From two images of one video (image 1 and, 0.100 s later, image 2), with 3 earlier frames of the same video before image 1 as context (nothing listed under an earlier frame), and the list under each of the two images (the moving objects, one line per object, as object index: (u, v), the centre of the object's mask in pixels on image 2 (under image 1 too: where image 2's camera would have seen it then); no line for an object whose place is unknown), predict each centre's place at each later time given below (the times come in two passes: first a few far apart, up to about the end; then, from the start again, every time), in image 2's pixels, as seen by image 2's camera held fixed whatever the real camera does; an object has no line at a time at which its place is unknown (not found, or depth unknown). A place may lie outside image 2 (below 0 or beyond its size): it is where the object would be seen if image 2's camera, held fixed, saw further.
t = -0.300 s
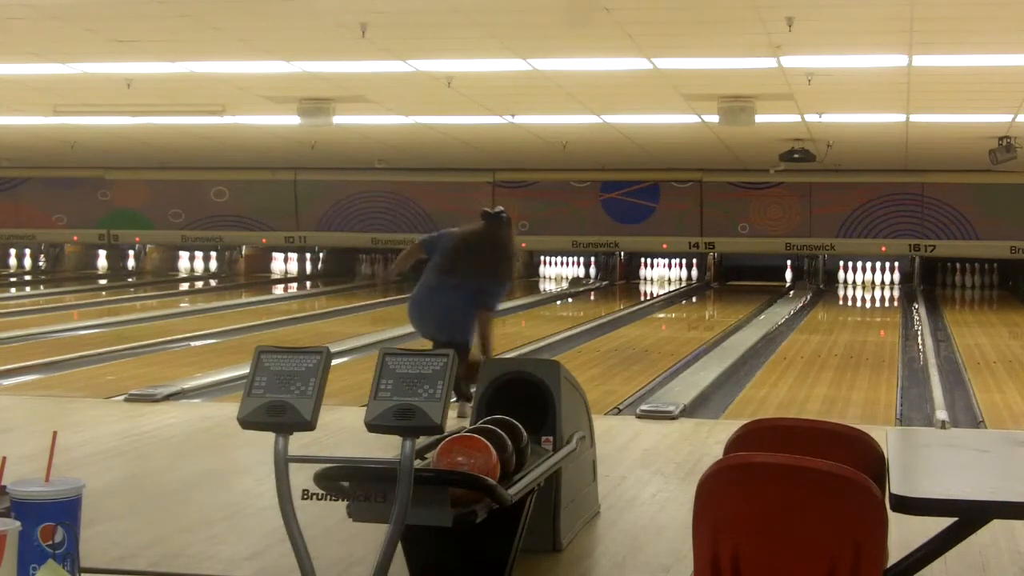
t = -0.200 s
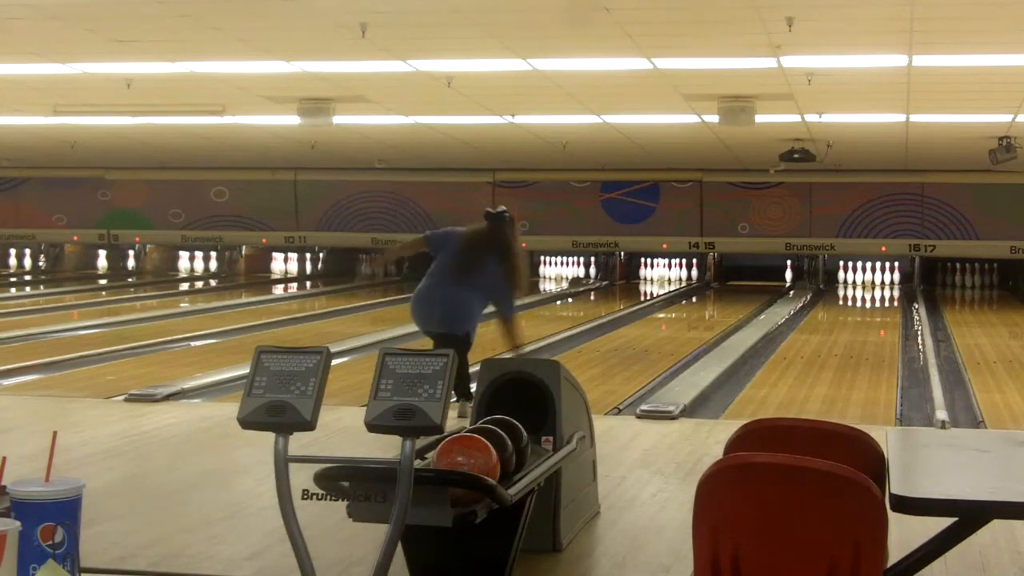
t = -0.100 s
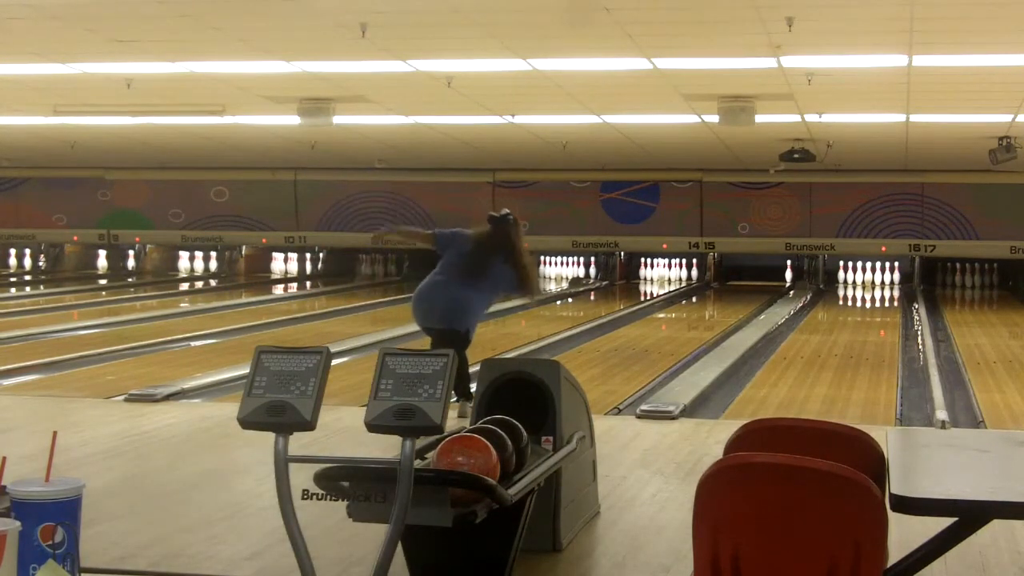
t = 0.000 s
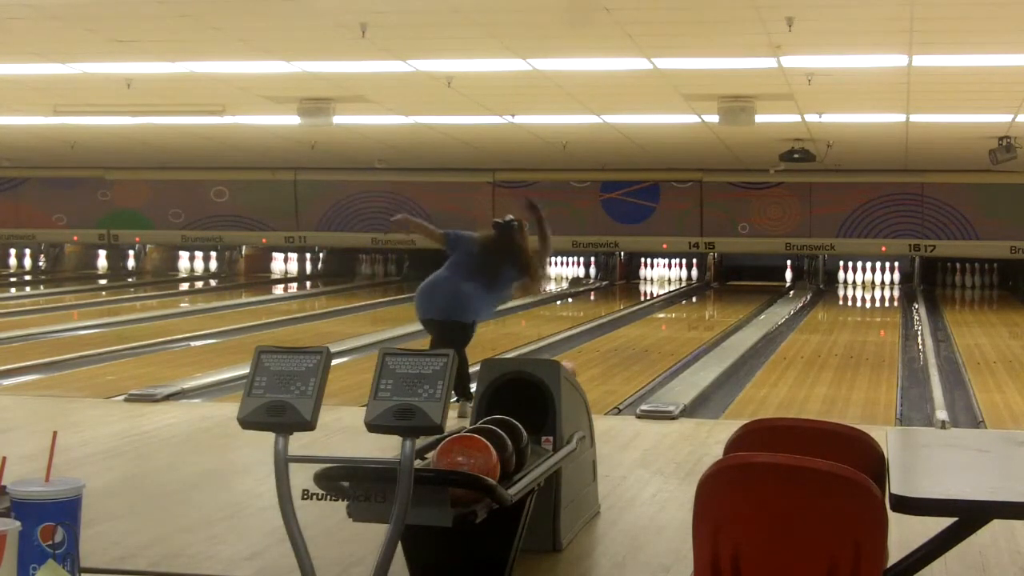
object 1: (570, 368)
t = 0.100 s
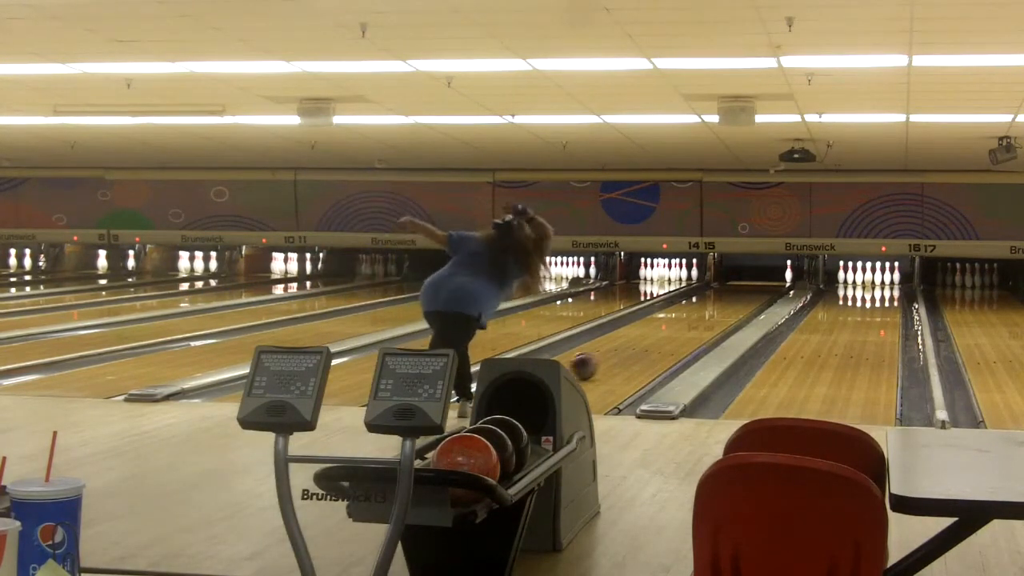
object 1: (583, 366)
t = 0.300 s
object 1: (621, 349)
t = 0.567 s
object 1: (659, 333)
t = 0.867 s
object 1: (692, 317)
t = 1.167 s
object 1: (719, 306)
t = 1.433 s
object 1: (737, 298)
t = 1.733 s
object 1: (754, 290)
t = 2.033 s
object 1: (765, 284)
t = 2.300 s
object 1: (774, 279)
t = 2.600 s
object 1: (779, 275)
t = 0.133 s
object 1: (591, 362)
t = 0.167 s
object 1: (597, 359)
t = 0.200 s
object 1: (604, 356)
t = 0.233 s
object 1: (609, 354)
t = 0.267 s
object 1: (614, 351)
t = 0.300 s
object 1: (621, 349)
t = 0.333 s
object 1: (626, 347)
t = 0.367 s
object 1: (631, 344)
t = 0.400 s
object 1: (637, 343)
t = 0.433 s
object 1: (642, 340)
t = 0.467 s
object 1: (646, 338)
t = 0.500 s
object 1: (650, 337)
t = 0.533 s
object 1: (655, 334)
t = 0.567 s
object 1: (659, 333)
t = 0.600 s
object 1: (664, 330)
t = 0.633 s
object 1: (668, 329)
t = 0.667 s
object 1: (671, 327)
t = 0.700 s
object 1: (675, 325)
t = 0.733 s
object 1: (679, 324)
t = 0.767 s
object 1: (682, 322)
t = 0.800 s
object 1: (687, 320)
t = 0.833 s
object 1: (690, 319)
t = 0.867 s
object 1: (692, 317)
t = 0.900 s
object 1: (696, 316)
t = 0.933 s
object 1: (699, 315)
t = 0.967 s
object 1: (702, 314)
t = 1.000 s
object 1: (706, 312)
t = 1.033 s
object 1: (709, 311)
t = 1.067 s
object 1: (712, 310)
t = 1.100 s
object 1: (714, 309)
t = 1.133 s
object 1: (716, 308)
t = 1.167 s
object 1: (719, 306)
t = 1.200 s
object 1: (721, 305)
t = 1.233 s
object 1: (723, 304)
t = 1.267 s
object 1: (726, 303)
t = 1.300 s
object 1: (729, 301)
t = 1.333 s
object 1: (731, 300)
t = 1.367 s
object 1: (732, 300)
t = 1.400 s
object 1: (736, 299)
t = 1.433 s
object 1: (737, 298)
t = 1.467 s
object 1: (740, 297)
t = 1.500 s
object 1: (741, 295)
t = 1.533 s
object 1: (742, 295)
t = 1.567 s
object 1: (744, 294)
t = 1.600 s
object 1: (746, 293)
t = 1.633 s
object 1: (748, 292)
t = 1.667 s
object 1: (750, 290)
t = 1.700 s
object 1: (753, 291)
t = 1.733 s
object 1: (754, 290)
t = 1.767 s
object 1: (755, 288)
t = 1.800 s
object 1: (756, 288)
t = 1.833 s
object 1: (757, 287)
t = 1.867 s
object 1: (758, 287)
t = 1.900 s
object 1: (760, 287)
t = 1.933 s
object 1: (762, 285)
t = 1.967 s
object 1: (764, 283)
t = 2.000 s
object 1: (764, 284)
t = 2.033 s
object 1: (765, 284)
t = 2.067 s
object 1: (767, 283)
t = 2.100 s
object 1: (767, 283)
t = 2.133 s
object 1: (769, 283)
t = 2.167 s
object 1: (770, 283)
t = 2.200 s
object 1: (771, 281)
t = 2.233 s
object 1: (772, 280)
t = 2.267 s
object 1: (773, 280)
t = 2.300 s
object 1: (774, 279)
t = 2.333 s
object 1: (775, 279)
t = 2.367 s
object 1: (775, 280)
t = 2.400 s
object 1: (776, 279)
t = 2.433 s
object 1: (777, 278)
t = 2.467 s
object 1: (777, 277)
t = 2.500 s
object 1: (778, 276)
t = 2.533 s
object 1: (779, 276)
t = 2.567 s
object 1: (780, 276)
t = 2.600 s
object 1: (779, 275)
